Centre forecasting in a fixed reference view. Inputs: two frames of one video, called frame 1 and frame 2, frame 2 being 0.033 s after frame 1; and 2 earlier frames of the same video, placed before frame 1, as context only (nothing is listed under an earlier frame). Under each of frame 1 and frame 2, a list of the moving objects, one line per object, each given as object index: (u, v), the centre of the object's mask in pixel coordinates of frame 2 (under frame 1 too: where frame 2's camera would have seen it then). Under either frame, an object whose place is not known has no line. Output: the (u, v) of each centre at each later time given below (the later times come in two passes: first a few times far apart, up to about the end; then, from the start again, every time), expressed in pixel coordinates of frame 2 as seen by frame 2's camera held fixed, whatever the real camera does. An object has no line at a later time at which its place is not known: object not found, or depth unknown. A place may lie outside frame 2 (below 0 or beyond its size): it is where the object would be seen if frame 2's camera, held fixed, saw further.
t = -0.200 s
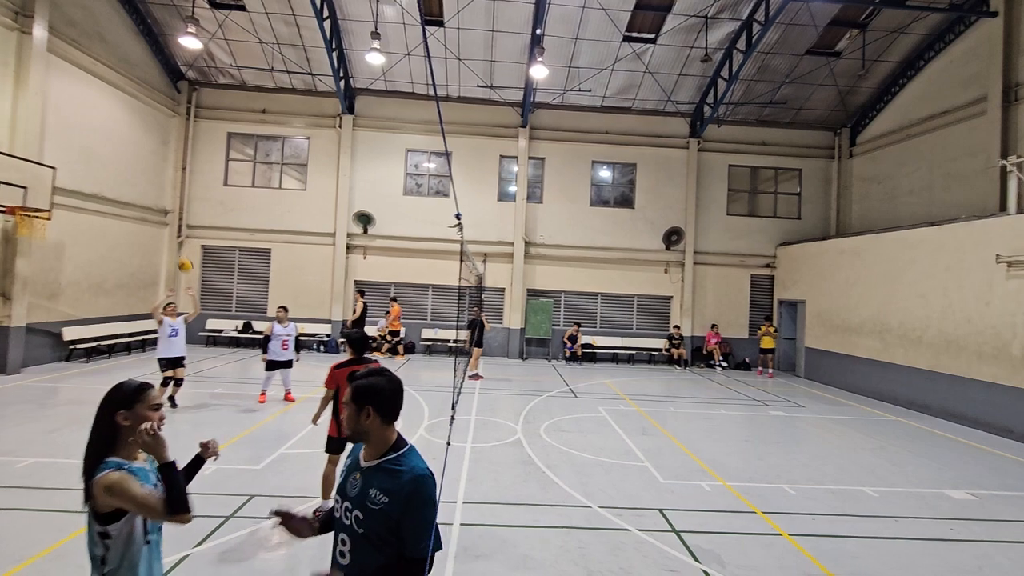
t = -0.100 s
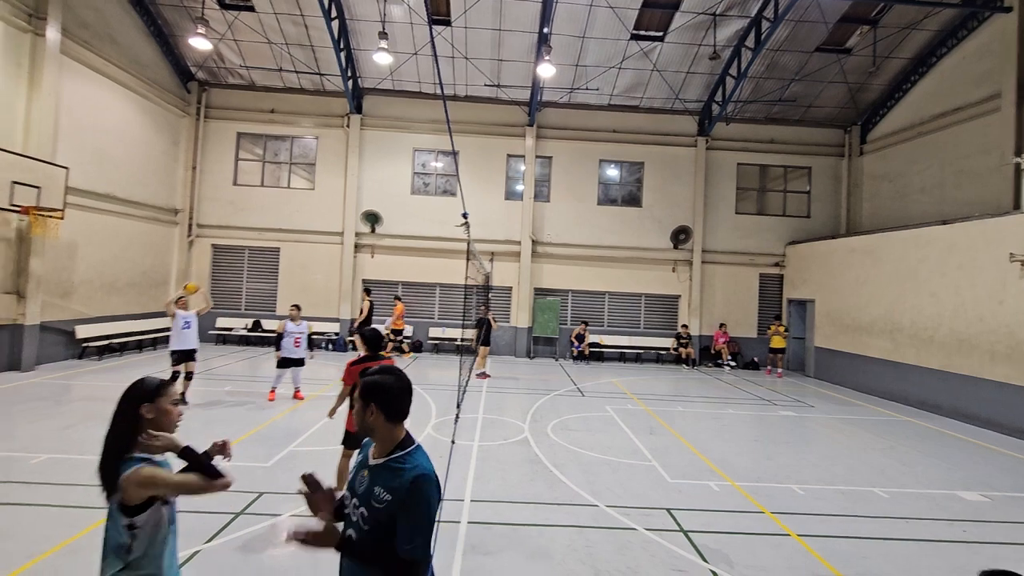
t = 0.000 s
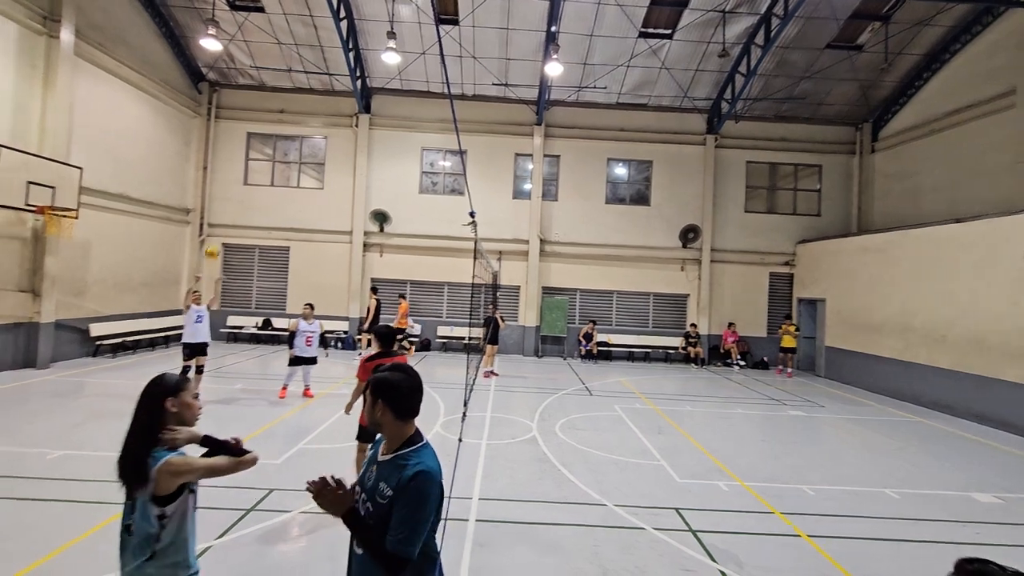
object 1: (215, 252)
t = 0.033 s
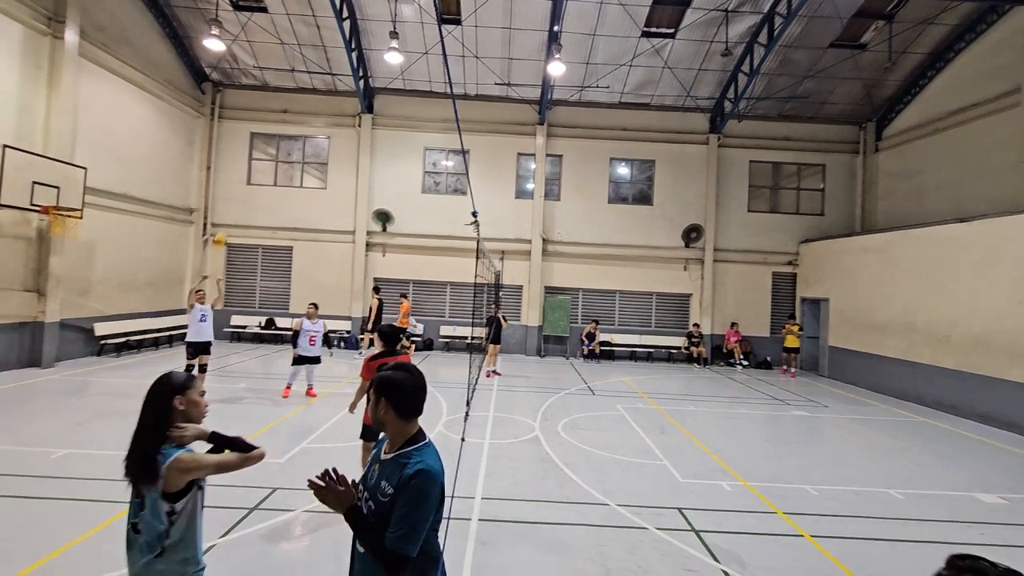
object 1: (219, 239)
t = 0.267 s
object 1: (244, 180)
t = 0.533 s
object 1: (272, 149)
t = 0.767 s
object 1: (294, 160)
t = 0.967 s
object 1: (311, 198)
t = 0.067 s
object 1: (223, 230)
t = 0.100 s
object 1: (227, 221)
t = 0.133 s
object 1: (230, 211)
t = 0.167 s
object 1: (234, 201)
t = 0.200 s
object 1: (237, 195)
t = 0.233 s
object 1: (241, 187)
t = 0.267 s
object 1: (244, 180)
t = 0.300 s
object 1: (248, 174)
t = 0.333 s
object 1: (251, 168)
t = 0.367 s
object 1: (254, 163)
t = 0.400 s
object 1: (258, 160)
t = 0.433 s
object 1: (261, 155)
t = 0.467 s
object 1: (264, 154)
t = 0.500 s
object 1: (268, 151)
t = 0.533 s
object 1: (272, 149)
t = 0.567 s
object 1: (274, 150)
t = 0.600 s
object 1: (278, 150)
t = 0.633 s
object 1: (281, 150)
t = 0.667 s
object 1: (284, 151)
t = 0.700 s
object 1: (287, 153)
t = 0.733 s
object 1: (291, 156)
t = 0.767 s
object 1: (294, 160)
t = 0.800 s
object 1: (297, 164)
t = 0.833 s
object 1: (300, 169)
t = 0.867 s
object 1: (303, 176)
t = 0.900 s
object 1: (306, 182)
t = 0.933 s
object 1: (308, 190)
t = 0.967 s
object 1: (311, 198)
